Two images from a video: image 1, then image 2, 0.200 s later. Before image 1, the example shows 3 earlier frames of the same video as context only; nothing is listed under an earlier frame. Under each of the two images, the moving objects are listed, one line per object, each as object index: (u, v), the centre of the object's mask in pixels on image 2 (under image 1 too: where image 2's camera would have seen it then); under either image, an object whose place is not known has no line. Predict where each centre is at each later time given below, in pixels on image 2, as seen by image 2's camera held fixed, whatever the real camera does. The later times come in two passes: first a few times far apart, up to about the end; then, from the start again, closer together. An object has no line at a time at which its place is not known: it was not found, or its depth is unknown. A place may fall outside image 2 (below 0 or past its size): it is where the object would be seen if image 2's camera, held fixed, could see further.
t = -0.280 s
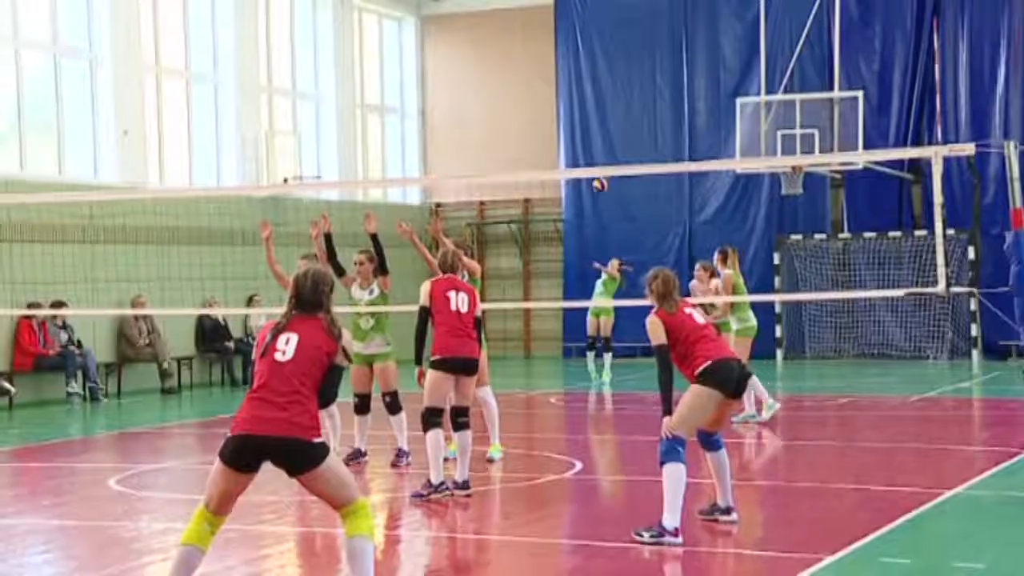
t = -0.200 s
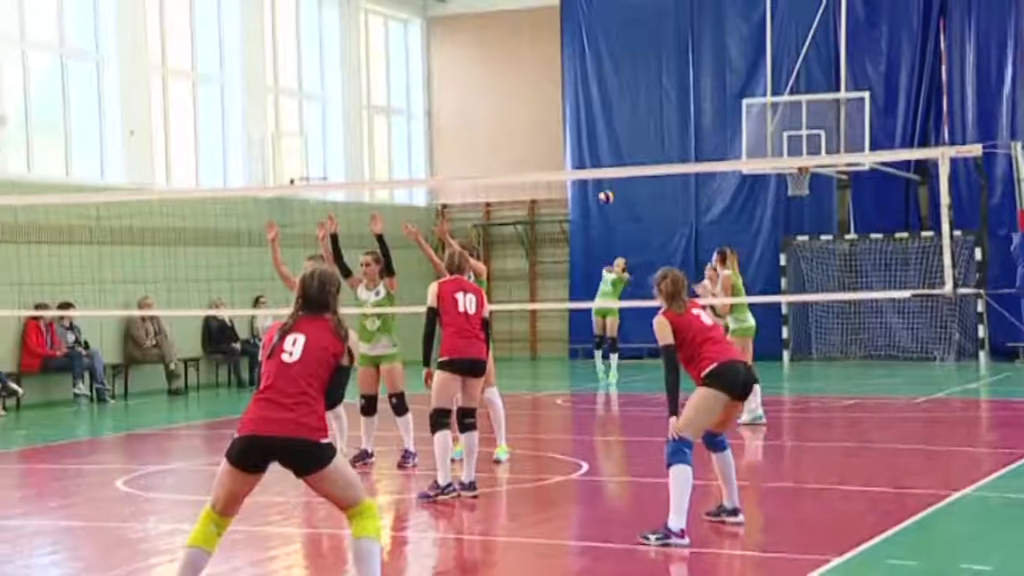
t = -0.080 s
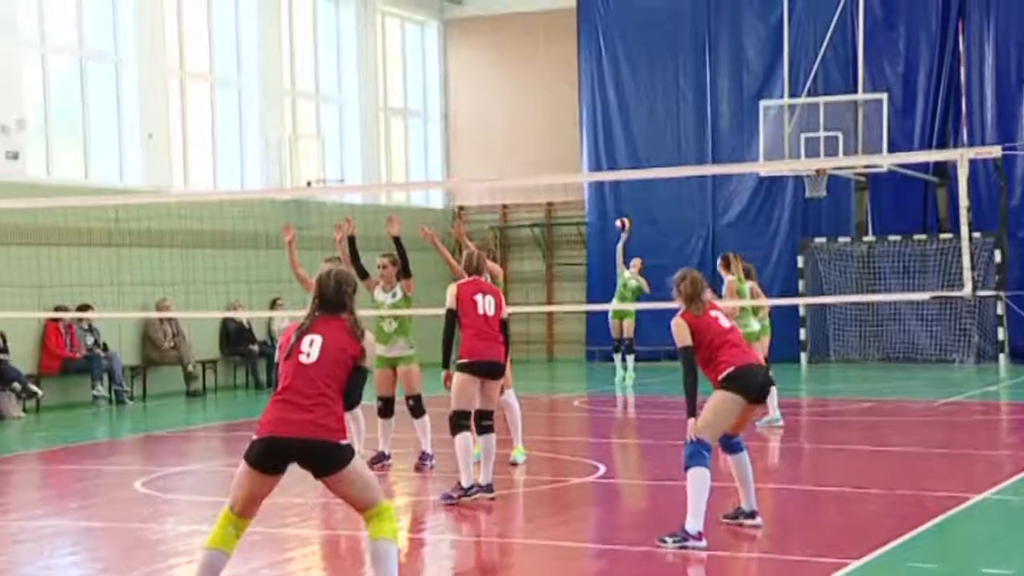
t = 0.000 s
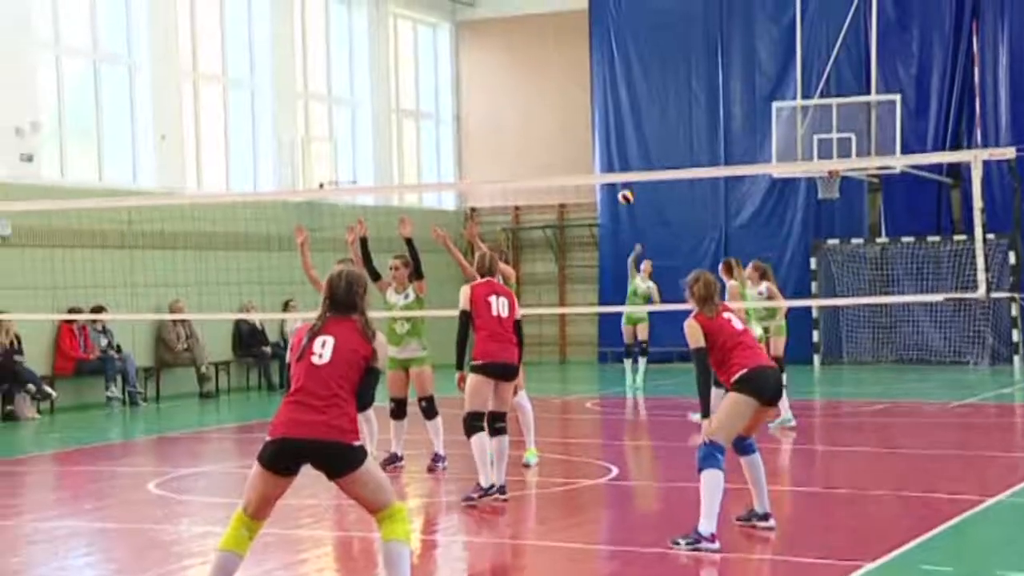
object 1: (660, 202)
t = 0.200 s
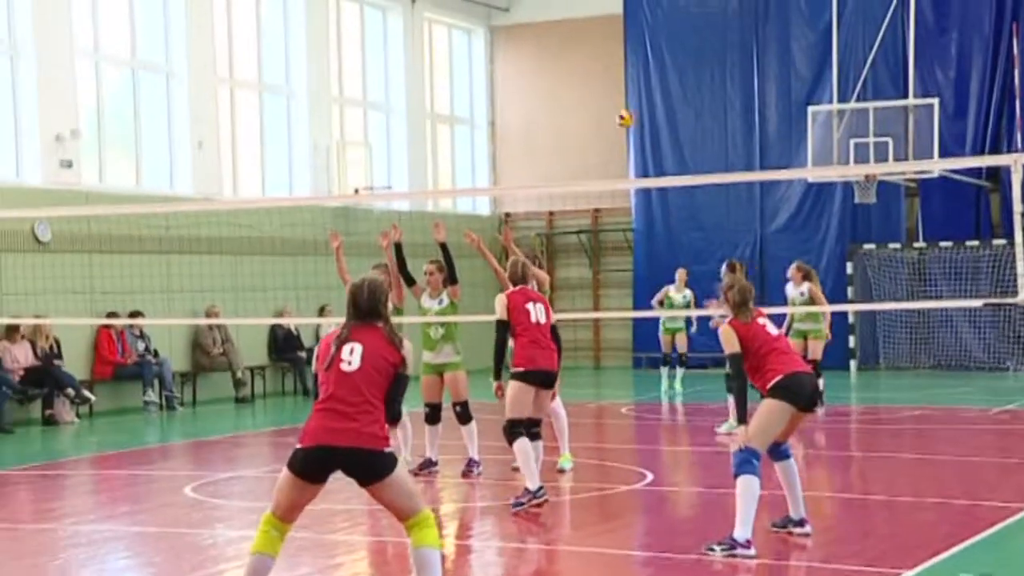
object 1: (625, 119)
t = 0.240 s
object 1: (617, 103)
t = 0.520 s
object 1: (546, 12)
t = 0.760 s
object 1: (468, -12)
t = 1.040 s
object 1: (344, 14)
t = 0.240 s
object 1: (617, 103)
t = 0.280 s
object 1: (608, 86)
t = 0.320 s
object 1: (600, 72)
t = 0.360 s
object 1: (590, 58)
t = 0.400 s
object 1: (579, 45)
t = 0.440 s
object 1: (569, 33)
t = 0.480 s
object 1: (556, 22)
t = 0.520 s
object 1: (546, 12)
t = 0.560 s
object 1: (533, 3)
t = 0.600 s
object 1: (521, -3)
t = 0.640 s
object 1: (508, -7)
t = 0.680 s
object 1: (496, -10)
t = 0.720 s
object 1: (482, -11)
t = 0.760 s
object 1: (468, -12)
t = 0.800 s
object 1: (454, -12)
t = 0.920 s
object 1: (407, -9)
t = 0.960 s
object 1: (385, -7)
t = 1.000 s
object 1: (366, 0)
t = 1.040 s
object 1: (344, 14)
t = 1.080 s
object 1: (321, 33)
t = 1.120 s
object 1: (297, 55)
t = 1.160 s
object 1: (273, 82)
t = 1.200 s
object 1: (245, 116)
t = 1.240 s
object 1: (218, 156)
